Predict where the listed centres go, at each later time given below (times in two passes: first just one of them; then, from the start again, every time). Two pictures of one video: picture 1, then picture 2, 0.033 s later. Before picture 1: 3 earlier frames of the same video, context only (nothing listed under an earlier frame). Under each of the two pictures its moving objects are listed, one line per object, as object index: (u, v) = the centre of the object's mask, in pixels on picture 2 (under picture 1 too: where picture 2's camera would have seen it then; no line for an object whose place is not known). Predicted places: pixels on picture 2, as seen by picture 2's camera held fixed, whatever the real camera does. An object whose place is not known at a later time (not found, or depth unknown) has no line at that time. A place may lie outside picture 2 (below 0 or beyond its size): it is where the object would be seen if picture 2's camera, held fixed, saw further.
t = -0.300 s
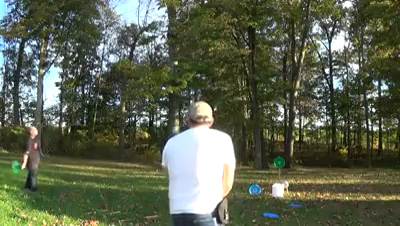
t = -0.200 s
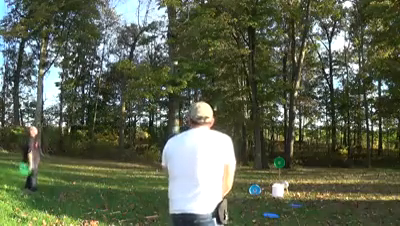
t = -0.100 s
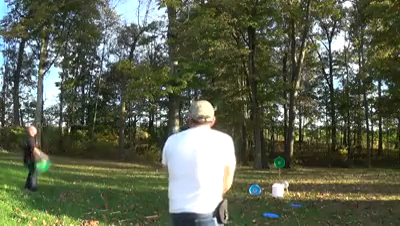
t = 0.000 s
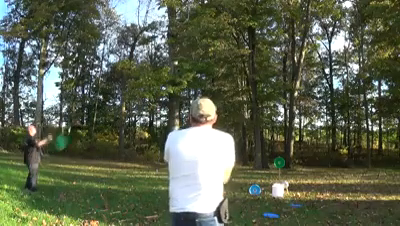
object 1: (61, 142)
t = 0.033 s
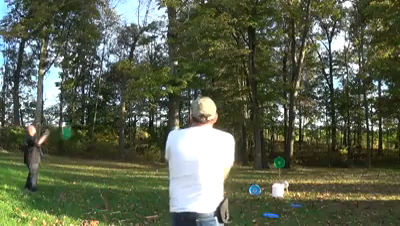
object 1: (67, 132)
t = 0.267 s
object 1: (106, 81)
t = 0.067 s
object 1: (72, 123)
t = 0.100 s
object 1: (77, 116)
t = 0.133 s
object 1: (83, 107)
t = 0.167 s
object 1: (89, 100)
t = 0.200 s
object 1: (94, 92)
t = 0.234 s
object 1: (100, 85)
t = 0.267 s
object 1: (106, 81)
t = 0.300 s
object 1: (111, 76)
